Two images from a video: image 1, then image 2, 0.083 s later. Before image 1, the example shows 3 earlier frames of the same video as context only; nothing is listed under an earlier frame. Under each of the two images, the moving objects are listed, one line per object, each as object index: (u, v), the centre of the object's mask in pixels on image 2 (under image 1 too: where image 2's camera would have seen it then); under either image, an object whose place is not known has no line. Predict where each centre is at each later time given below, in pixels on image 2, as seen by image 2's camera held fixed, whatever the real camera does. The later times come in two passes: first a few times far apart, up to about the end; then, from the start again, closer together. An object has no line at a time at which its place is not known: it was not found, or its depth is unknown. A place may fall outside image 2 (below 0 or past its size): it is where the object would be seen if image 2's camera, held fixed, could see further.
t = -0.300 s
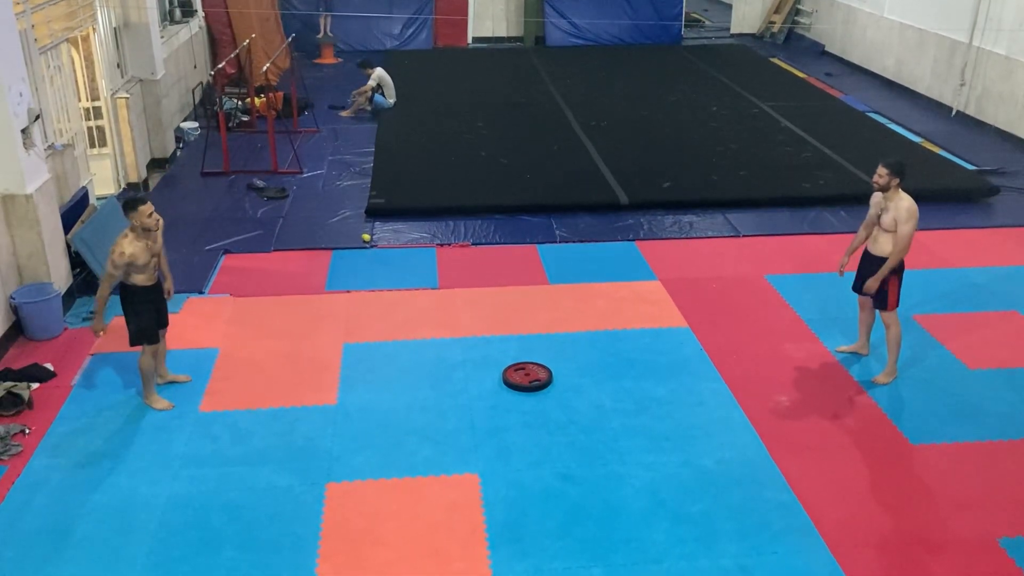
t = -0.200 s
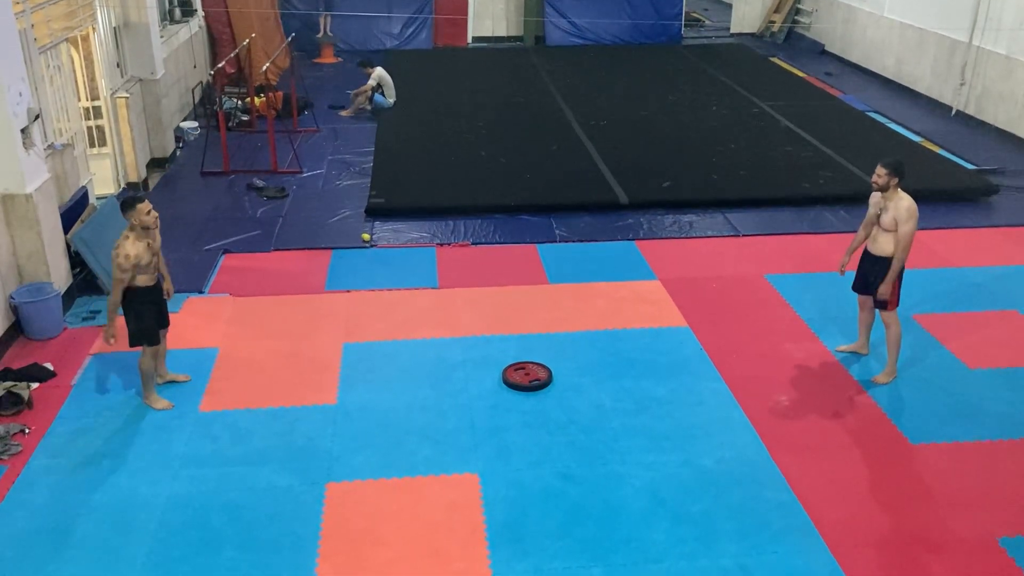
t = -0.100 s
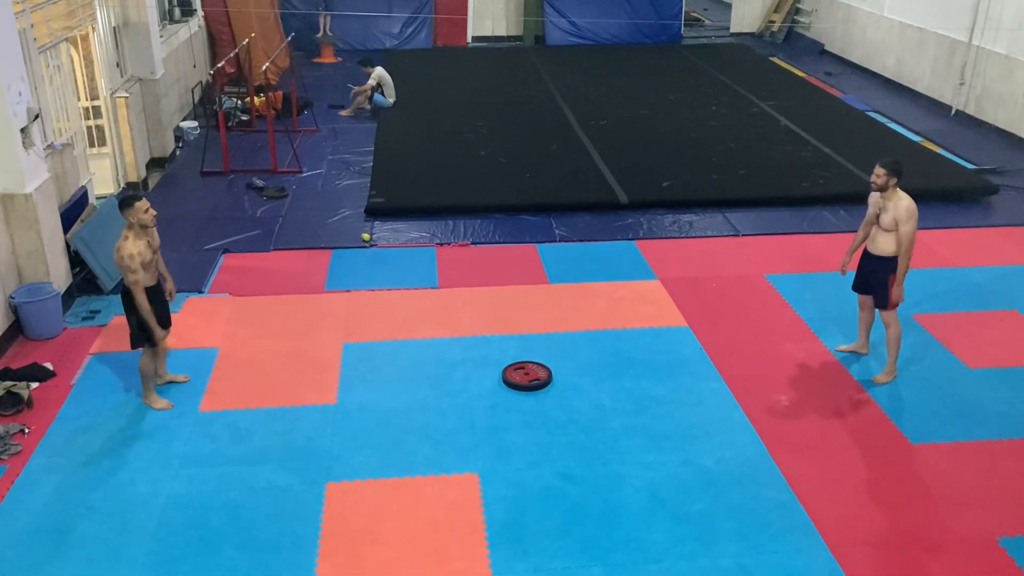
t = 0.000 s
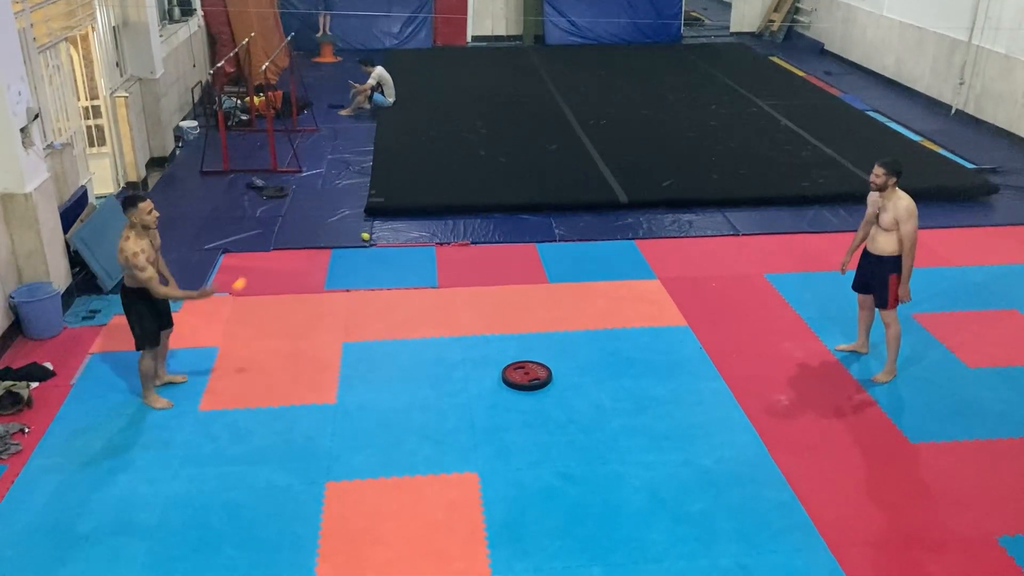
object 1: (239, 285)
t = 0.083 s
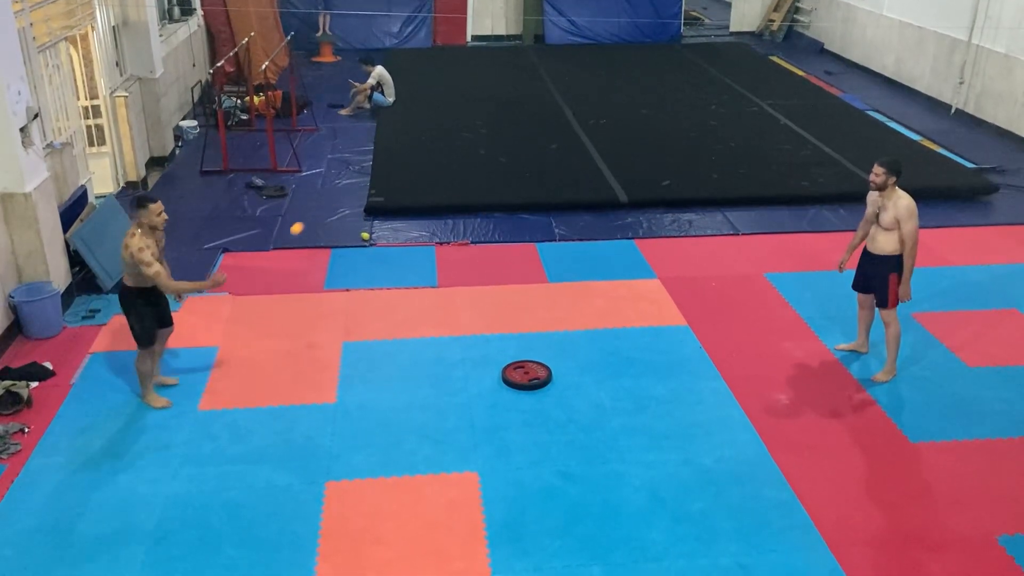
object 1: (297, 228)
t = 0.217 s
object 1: (394, 158)
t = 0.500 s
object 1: (609, 88)
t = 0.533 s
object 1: (634, 88)
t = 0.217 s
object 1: (394, 158)
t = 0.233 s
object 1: (406, 150)
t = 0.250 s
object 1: (418, 143)
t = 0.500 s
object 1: (609, 88)
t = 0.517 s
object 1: (622, 88)
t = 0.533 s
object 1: (634, 88)
